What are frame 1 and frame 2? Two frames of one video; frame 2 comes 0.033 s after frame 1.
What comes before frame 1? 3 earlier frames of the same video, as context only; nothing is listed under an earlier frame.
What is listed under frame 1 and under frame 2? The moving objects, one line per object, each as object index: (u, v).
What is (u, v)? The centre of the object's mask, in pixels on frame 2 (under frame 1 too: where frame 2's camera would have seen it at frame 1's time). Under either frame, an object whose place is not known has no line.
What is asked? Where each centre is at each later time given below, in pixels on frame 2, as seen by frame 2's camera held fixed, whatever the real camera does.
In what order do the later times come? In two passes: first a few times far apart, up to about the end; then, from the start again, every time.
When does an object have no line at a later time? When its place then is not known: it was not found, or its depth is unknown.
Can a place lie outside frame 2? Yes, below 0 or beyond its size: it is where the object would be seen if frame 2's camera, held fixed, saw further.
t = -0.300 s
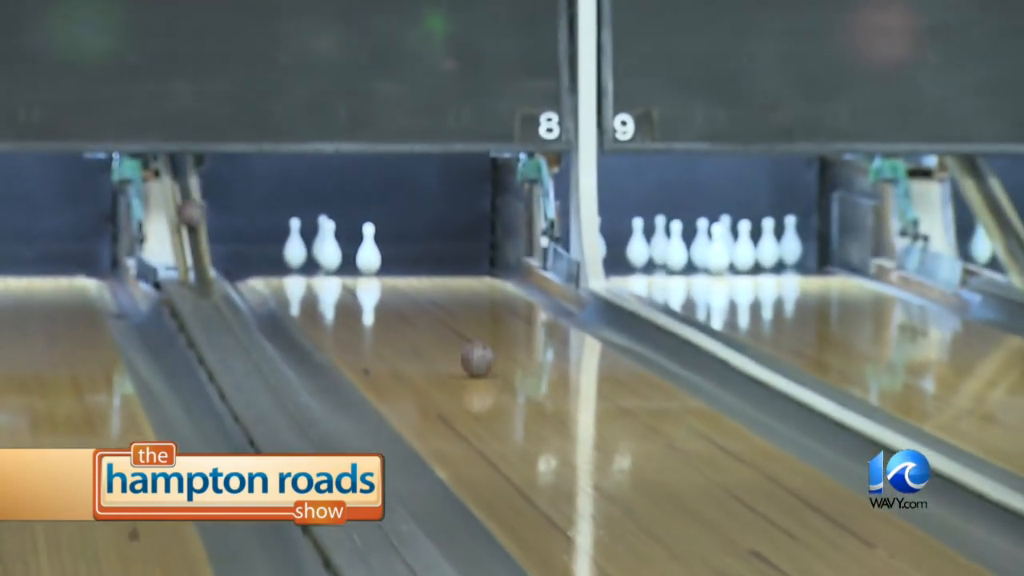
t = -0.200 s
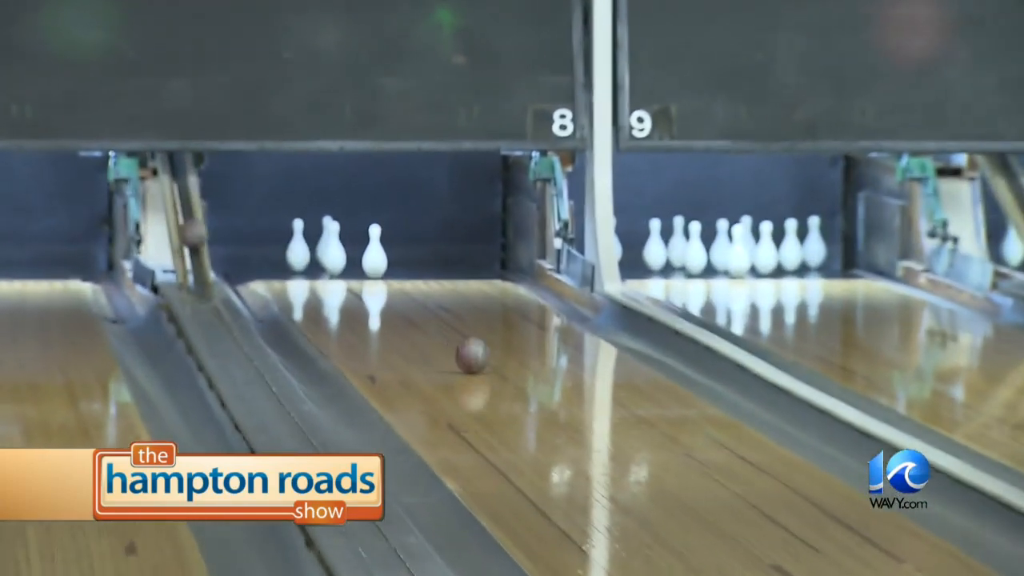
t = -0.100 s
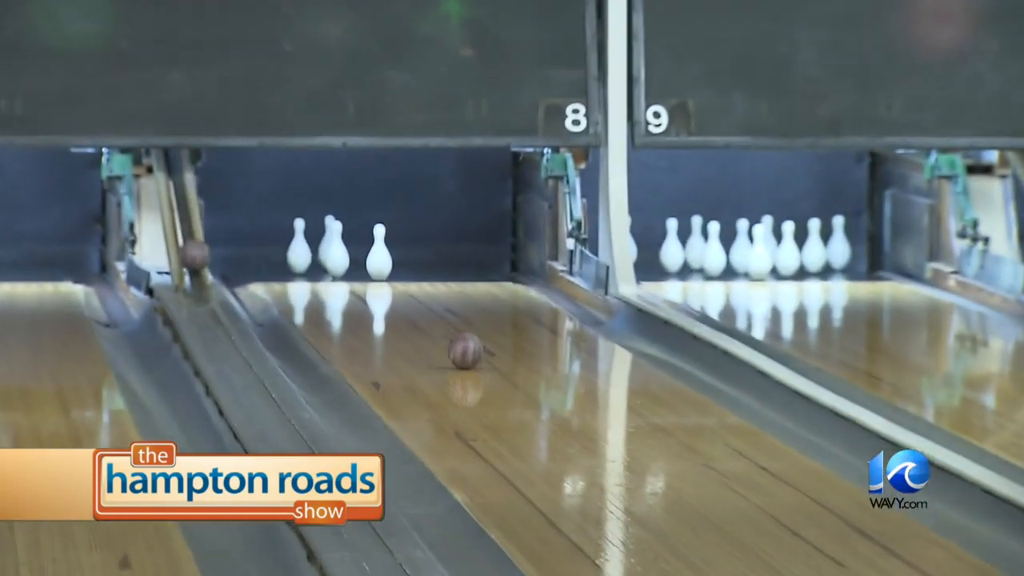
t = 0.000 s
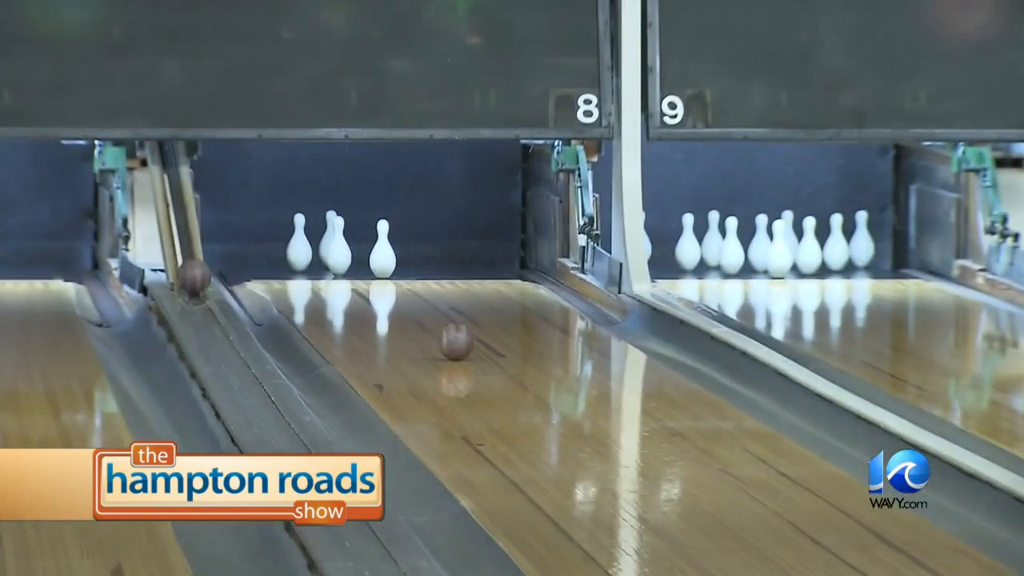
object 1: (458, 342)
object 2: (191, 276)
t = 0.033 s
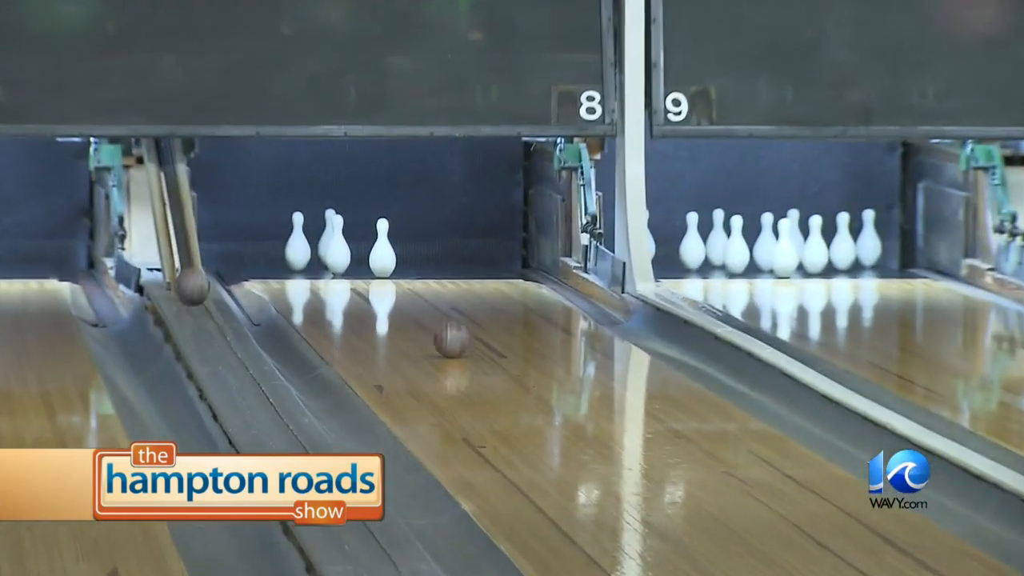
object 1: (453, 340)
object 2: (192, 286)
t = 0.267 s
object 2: (201, 301)
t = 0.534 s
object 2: (212, 318)
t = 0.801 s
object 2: (225, 339)
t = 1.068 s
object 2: (238, 357)
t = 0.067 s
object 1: (447, 336)
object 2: (193, 289)
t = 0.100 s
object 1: (440, 333)
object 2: (194, 291)
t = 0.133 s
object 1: (437, 330)
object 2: (196, 293)
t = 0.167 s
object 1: (432, 327)
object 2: (197, 295)
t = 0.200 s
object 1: (428, 324)
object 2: (198, 297)
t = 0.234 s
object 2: (199, 299)
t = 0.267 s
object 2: (201, 301)
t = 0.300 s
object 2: (202, 303)
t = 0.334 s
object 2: (204, 305)
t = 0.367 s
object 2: (205, 308)
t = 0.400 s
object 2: (207, 310)
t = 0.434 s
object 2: (207, 311)
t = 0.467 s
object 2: (208, 314)
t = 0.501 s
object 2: (210, 317)
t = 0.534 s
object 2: (212, 318)
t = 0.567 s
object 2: (213, 321)
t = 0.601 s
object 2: (215, 323)
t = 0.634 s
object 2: (217, 326)
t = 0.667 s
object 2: (218, 329)
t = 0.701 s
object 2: (220, 331)
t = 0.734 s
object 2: (221, 334)
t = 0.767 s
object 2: (223, 336)
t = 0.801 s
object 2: (225, 339)
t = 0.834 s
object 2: (226, 341)
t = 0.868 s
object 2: (228, 342)
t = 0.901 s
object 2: (230, 345)
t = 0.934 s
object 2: (231, 348)
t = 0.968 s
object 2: (232, 349)
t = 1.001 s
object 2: (234, 353)
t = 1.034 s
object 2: (236, 355)
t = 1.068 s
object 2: (238, 357)
